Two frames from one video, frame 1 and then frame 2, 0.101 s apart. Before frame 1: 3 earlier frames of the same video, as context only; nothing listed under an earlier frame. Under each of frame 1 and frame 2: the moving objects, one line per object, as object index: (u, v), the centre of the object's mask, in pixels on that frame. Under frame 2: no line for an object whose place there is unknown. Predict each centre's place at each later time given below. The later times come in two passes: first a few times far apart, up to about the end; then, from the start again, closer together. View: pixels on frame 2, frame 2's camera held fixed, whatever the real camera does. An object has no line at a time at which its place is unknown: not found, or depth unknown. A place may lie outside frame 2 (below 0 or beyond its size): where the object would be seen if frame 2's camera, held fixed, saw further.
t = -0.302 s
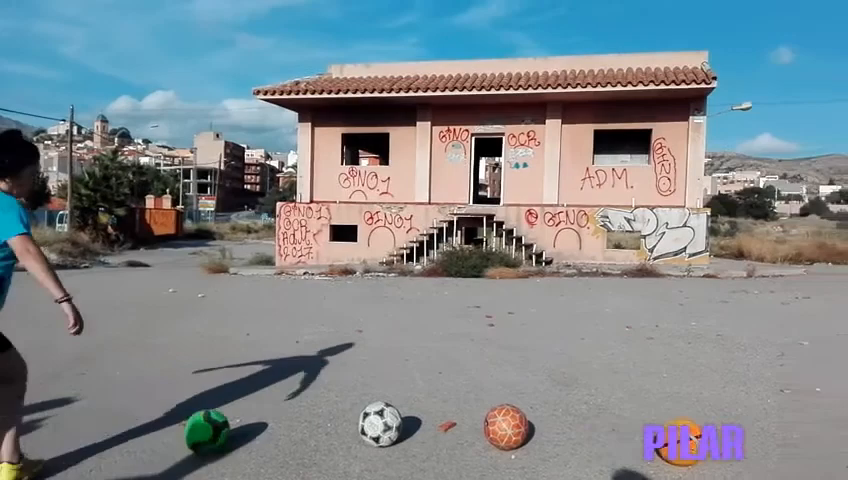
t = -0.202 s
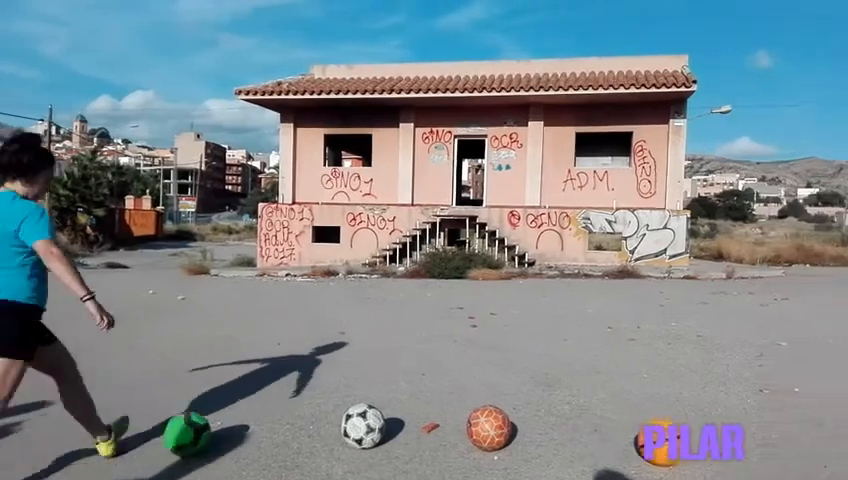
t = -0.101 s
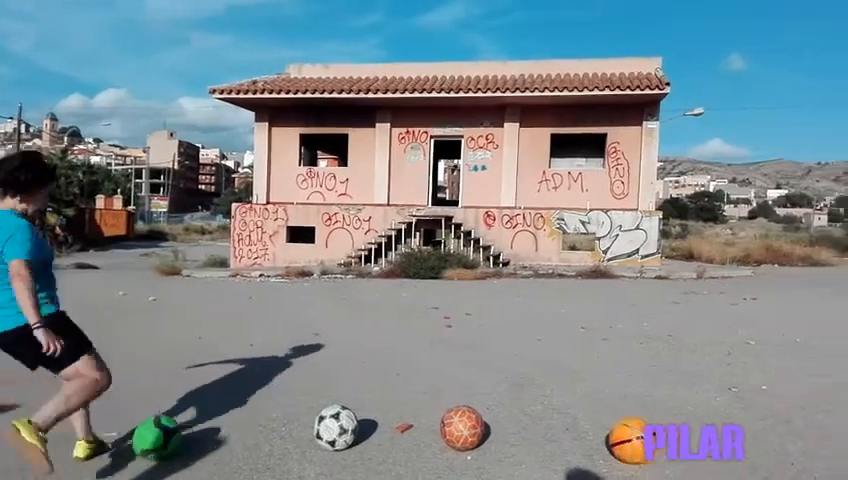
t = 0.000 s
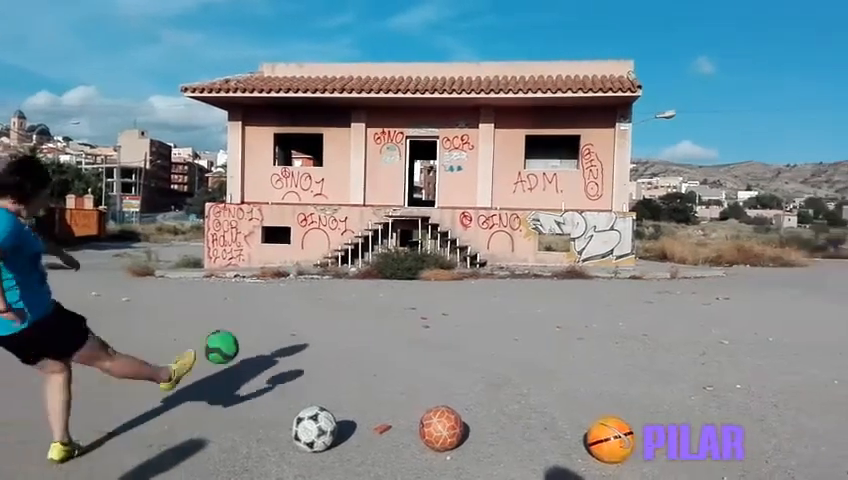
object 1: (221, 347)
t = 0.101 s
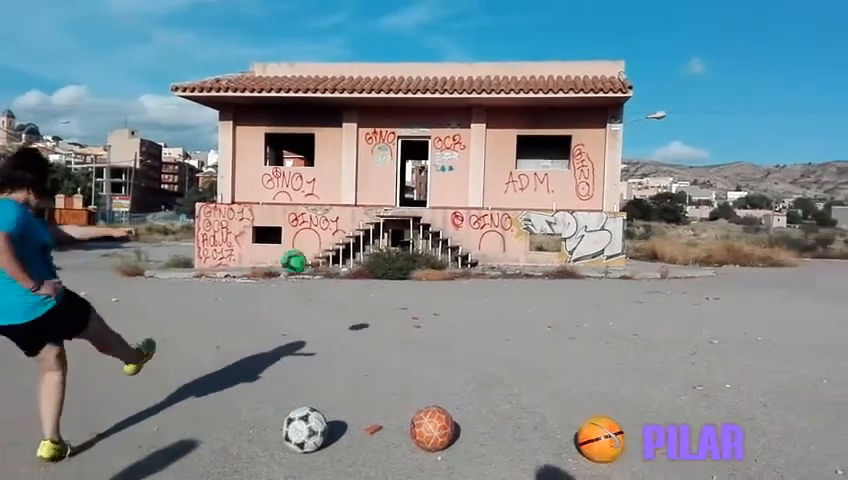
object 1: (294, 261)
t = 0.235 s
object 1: (345, 216)
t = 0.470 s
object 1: (378, 204)
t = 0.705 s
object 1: (384, 224)
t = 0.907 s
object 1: (386, 245)
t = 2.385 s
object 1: (341, 269)
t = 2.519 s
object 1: (339, 269)
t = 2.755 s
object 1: (338, 270)
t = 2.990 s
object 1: (339, 272)
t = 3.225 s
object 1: (340, 272)
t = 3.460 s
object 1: (341, 273)
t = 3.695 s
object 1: (341, 272)
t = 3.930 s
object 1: (341, 272)
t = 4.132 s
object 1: (341, 273)
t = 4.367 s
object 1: (342, 273)
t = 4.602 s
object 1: (341, 273)
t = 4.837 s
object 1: (342, 273)
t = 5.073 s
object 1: (341, 273)
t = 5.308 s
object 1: (342, 273)
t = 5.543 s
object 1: (342, 273)
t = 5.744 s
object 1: (342, 273)
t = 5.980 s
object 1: (342, 273)
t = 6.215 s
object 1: (341, 273)
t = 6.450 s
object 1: (342, 273)
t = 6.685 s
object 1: (342, 273)
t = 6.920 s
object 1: (342, 273)
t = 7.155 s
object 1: (342, 273)
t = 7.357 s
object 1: (342, 273)
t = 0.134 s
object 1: (310, 245)
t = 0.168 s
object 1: (324, 233)
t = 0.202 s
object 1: (336, 223)
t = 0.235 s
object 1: (345, 216)
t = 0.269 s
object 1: (352, 211)
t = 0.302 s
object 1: (359, 207)
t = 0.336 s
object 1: (364, 204)
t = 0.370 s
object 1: (368, 203)
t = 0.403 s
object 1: (372, 202)
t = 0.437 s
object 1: (375, 203)
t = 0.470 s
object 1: (378, 204)
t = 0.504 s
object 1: (379, 206)
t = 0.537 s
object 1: (382, 208)
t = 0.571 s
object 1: (382, 211)
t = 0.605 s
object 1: (384, 213)
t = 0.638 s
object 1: (384, 216)
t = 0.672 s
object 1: (384, 220)
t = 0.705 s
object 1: (384, 224)
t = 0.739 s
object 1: (385, 229)
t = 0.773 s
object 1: (385, 234)
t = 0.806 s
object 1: (385, 238)
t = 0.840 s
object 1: (385, 242)
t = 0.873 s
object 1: (385, 246)
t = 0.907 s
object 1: (386, 245)
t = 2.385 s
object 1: (341, 269)
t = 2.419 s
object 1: (340, 269)
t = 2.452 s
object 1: (339, 269)
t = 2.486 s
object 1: (339, 269)
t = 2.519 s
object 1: (339, 269)
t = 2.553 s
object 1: (338, 269)
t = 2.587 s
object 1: (338, 269)
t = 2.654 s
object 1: (338, 270)
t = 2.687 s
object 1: (338, 270)
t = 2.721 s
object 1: (338, 270)
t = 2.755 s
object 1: (338, 270)
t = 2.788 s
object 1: (338, 271)
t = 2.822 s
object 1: (338, 271)
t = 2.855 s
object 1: (338, 271)
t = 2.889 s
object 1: (338, 271)
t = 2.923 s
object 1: (338, 271)
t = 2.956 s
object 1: (338, 272)
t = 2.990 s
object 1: (339, 272)
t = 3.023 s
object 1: (339, 272)
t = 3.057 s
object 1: (340, 272)
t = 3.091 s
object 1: (340, 272)
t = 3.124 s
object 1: (340, 272)
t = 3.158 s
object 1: (340, 272)
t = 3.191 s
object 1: (340, 272)
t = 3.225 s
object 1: (340, 272)
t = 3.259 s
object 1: (340, 272)
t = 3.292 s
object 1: (341, 272)
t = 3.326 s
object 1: (342, 273)
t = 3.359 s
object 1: (341, 273)
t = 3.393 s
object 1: (341, 272)
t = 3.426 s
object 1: (341, 272)
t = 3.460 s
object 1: (341, 273)
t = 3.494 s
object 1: (341, 272)
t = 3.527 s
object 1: (341, 273)
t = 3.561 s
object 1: (341, 273)
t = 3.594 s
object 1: (341, 273)
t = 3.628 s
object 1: (341, 273)
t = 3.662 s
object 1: (341, 273)
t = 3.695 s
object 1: (341, 272)
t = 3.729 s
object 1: (341, 272)
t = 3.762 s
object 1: (341, 272)
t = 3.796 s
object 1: (342, 272)
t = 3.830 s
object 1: (342, 272)
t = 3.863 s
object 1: (342, 272)
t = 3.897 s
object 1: (342, 272)
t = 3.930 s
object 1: (341, 272)
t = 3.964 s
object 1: (342, 272)
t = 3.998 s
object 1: (342, 272)
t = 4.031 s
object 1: (342, 272)
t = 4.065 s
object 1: (342, 272)
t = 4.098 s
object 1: (342, 272)
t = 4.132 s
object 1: (341, 273)
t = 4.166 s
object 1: (342, 272)
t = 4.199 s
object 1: (341, 273)
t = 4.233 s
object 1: (341, 272)
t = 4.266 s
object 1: (342, 272)
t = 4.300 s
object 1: (342, 272)
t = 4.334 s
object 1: (342, 272)
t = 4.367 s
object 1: (342, 273)
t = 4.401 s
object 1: (342, 273)
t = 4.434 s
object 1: (341, 273)
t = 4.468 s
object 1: (341, 273)
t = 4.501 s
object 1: (342, 273)
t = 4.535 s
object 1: (341, 273)
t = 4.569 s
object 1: (341, 273)
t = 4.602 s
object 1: (341, 273)
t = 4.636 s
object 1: (342, 273)
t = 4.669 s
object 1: (341, 273)
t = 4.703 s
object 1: (341, 273)
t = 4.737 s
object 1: (341, 273)
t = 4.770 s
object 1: (342, 273)
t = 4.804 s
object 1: (342, 273)
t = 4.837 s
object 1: (342, 273)
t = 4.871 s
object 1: (342, 273)
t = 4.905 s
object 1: (342, 273)
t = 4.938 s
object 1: (342, 273)
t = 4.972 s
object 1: (342, 273)
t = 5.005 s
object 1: (342, 273)
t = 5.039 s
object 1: (342, 273)
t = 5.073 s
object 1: (341, 273)
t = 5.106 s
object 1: (342, 273)
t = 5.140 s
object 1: (342, 273)
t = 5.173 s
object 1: (341, 273)
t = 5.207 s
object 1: (342, 273)
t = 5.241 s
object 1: (342, 273)
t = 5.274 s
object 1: (342, 273)
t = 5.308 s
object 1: (342, 273)
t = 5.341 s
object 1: (342, 273)
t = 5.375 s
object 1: (342, 272)
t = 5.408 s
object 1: (341, 273)
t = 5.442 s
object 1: (342, 273)
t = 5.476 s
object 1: (342, 273)
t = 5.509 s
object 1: (342, 273)
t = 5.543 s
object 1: (342, 273)
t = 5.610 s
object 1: (342, 273)
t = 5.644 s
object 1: (342, 273)
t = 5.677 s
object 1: (342, 273)
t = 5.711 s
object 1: (342, 273)
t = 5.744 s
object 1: (342, 273)
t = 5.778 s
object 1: (342, 273)
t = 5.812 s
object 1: (342, 272)
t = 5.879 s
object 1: (342, 273)
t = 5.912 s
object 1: (342, 273)
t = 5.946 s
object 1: (342, 273)
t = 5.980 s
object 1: (342, 273)
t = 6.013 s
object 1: (342, 273)
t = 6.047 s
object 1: (342, 273)
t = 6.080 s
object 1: (342, 273)
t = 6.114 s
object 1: (342, 273)
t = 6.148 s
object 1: (342, 273)
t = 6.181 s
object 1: (342, 273)
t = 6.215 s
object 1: (341, 273)
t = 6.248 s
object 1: (342, 273)
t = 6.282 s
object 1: (341, 273)
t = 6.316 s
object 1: (342, 273)
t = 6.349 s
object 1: (341, 273)
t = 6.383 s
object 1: (342, 273)
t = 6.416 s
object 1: (341, 273)
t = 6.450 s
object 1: (342, 273)
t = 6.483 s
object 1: (342, 273)
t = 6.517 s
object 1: (342, 273)
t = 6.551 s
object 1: (342, 273)
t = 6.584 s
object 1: (342, 273)
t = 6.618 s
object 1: (342, 273)
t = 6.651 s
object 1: (342, 273)
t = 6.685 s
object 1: (342, 273)
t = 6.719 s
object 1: (341, 273)
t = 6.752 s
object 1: (341, 273)
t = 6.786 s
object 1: (342, 273)
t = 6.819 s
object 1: (341, 273)
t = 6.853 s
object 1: (342, 273)
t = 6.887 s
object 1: (342, 273)
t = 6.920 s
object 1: (342, 273)
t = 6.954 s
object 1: (342, 273)
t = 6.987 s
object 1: (342, 272)
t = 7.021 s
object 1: (342, 273)
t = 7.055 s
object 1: (342, 273)
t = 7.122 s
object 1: (342, 273)
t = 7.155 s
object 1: (342, 273)
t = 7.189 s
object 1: (342, 273)
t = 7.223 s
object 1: (342, 273)
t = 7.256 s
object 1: (342, 273)
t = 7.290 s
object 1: (342, 273)
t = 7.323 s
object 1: (342, 273)
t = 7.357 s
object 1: (342, 273)
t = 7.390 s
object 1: (342, 273)
